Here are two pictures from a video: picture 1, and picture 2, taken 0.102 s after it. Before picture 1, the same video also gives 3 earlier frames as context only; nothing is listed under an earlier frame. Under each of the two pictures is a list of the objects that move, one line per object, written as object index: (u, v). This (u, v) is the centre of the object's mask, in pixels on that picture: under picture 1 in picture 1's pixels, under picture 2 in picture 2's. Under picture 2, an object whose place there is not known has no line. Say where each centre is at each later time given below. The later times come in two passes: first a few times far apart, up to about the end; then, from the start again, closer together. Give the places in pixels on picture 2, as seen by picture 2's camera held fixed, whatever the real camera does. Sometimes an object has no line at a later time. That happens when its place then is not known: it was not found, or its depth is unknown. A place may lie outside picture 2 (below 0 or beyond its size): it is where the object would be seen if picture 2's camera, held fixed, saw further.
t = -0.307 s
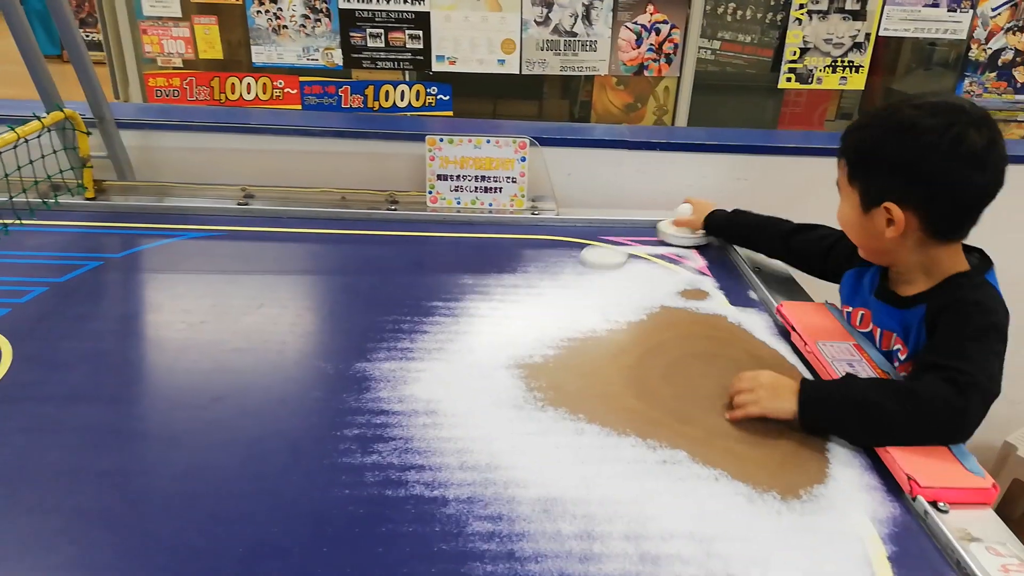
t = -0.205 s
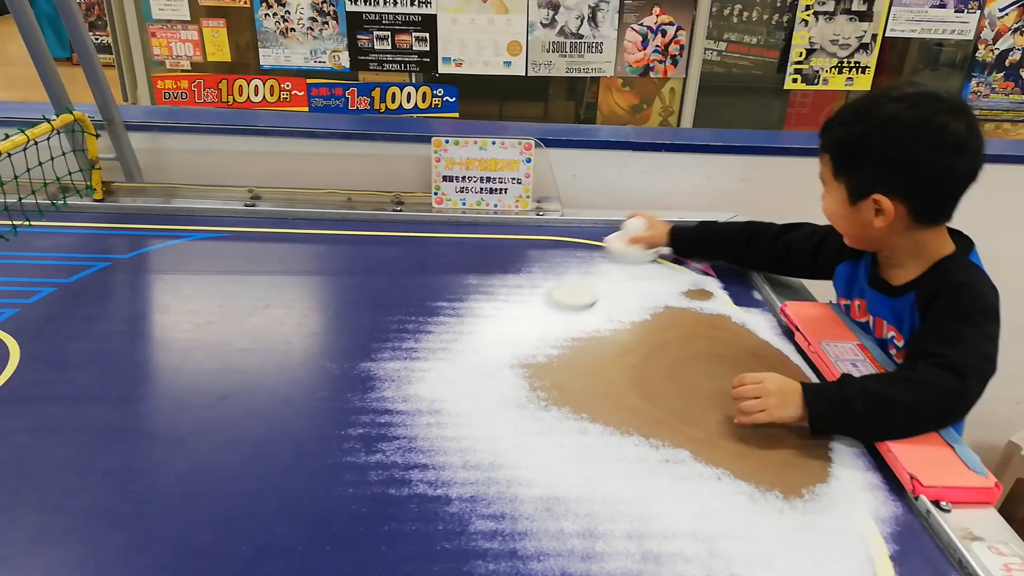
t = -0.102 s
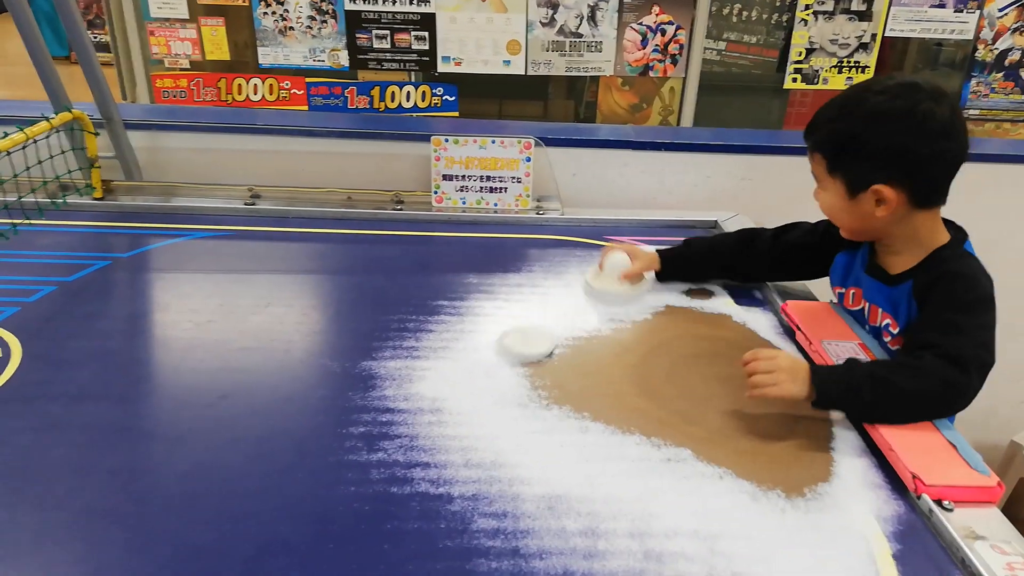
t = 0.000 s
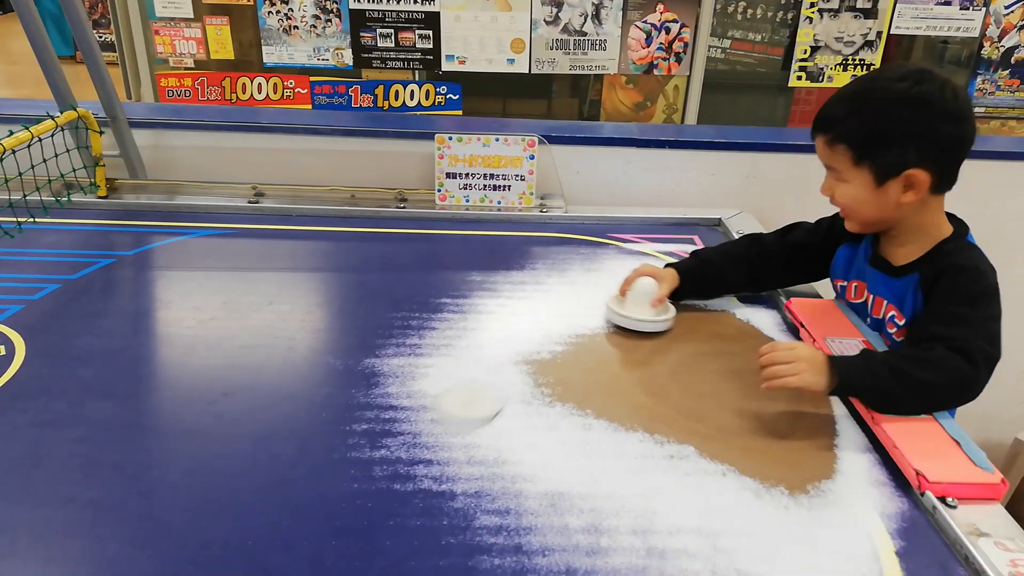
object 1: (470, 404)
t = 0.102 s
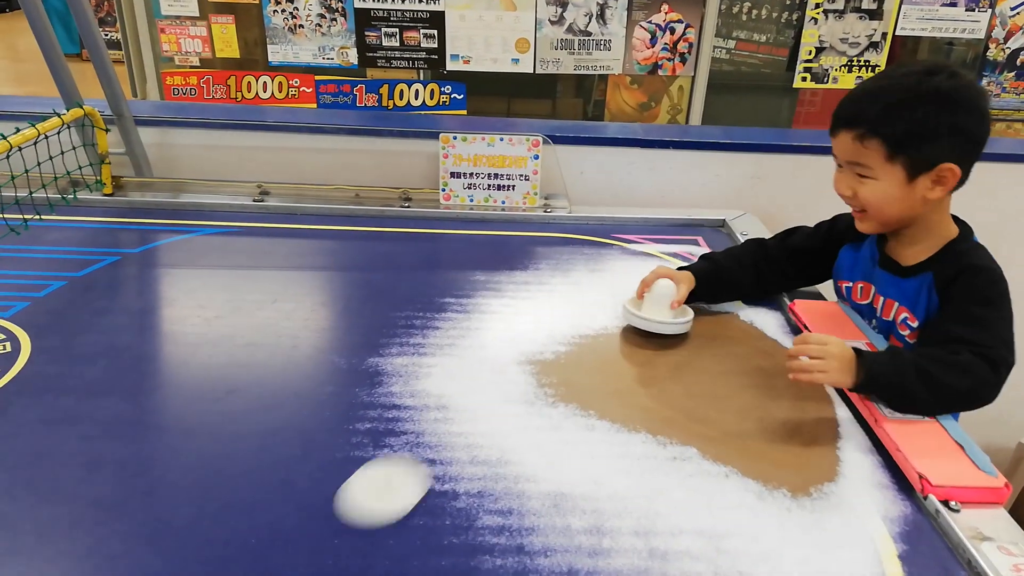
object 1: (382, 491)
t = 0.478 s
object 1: (125, 581)
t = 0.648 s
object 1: (167, 469)
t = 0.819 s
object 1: (207, 368)
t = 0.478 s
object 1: (125, 581)
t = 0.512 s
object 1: (127, 571)
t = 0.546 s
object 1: (132, 553)
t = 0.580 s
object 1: (145, 523)
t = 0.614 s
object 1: (158, 494)
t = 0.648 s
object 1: (167, 469)
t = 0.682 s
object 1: (176, 446)
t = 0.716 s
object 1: (185, 424)
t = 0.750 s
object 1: (192, 403)
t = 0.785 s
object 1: (200, 385)
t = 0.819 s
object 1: (207, 368)
